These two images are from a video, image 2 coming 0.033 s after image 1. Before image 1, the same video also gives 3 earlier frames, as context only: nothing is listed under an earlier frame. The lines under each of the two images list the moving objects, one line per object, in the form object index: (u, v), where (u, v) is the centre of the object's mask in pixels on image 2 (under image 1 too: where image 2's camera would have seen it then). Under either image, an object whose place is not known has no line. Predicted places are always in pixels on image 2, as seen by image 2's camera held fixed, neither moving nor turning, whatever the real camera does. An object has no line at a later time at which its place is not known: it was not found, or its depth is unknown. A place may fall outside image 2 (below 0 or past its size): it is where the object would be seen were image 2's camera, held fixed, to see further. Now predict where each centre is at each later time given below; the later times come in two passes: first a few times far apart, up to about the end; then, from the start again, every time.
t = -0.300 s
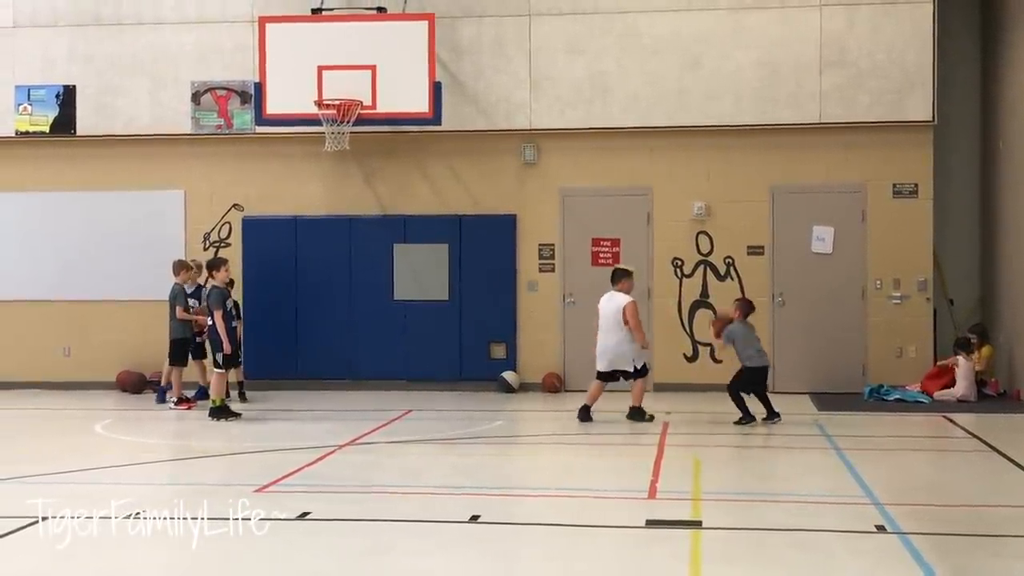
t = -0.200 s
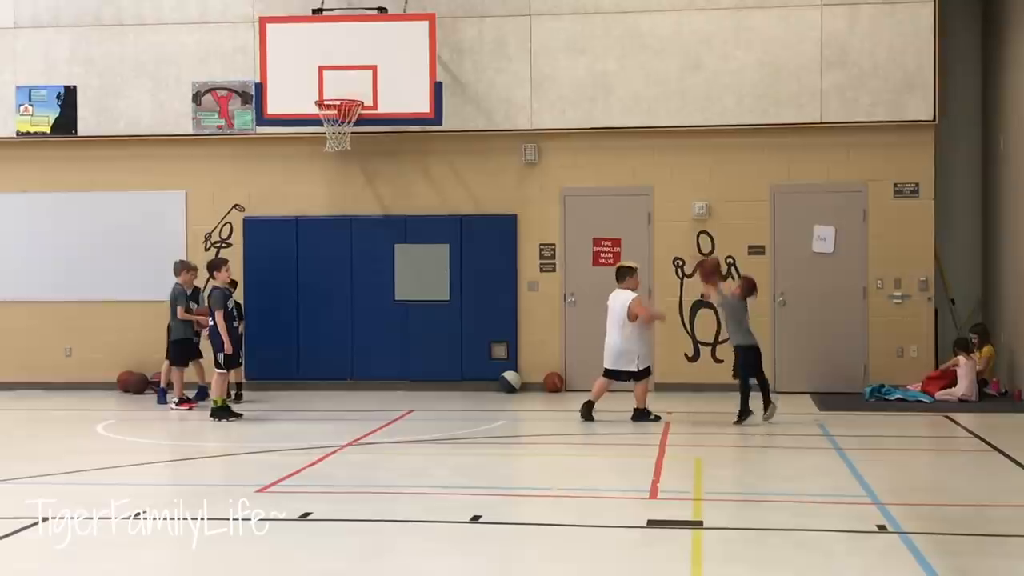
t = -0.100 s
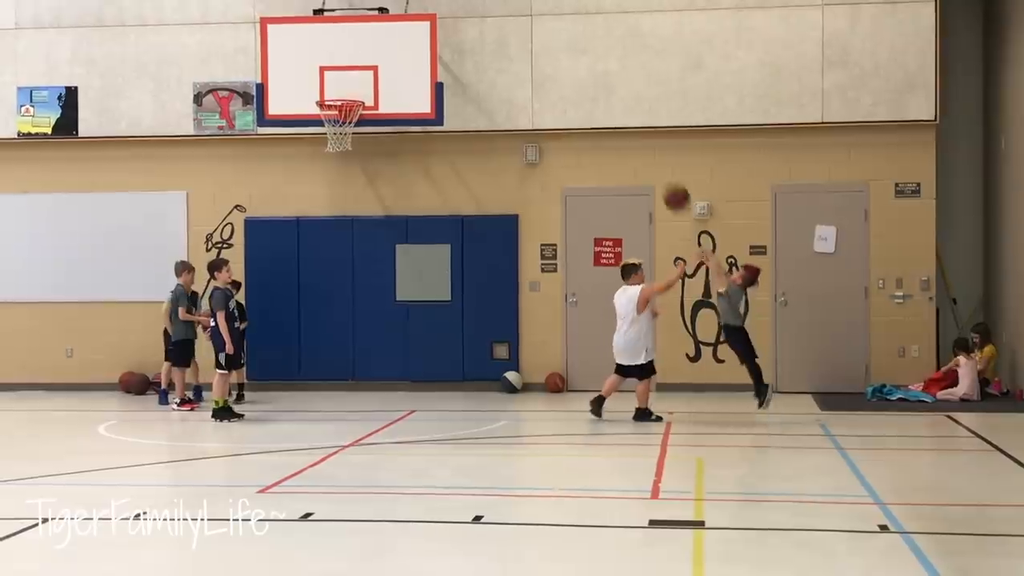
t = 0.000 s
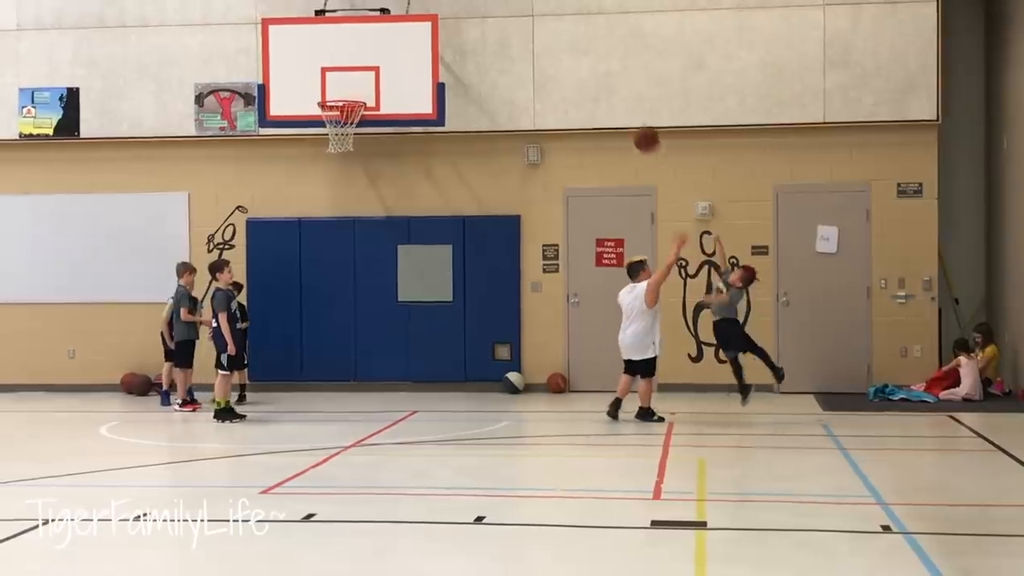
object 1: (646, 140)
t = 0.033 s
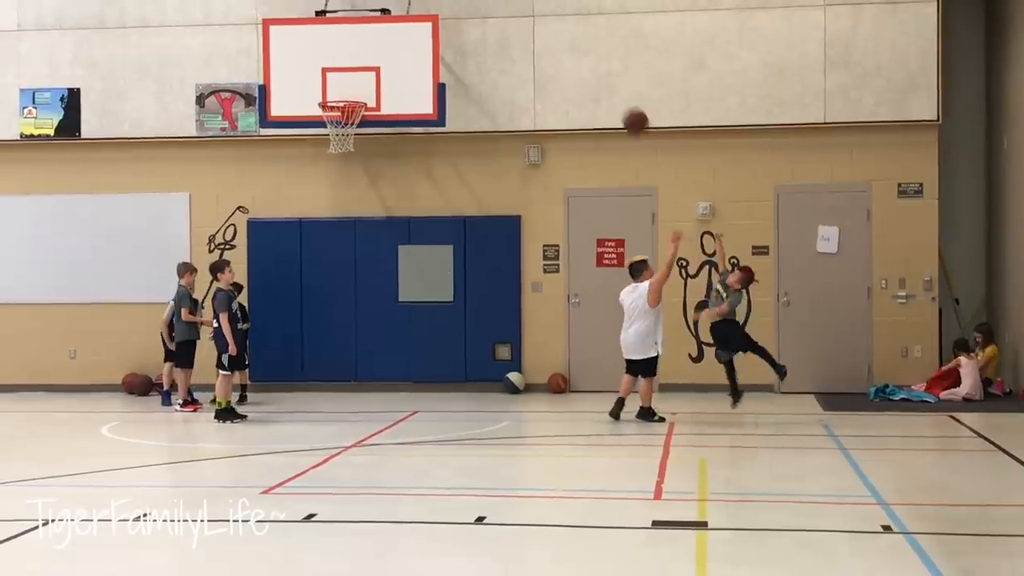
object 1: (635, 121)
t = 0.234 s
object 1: (574, 46)
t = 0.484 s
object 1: (502, 15)
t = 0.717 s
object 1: (440, 44)
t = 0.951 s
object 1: (381, 125)
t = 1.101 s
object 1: (347, 202)
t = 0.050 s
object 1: (630, 113)
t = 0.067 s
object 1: (625, 105)
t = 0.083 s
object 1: (619, 98)
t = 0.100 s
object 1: (614, 91)
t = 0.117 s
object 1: (609, 84)
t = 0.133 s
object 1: (604, 78)
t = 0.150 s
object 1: (599, 72)
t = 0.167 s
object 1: (594, 66)
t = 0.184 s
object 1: (589, 61)
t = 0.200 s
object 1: (584, 55)
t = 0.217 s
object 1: (579, 51)
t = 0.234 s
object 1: (574, 46)
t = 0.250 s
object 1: (569, 42)
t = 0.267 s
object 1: (564, 38)
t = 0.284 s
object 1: (559, 35)
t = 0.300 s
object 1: (554, 31)
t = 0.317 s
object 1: (549, 28)
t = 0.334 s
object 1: (544, 26)
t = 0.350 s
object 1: (540, 23)
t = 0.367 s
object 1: (534, 21)
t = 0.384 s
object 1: (530, 20)
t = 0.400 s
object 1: (525, 18)
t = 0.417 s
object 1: (521, 17)
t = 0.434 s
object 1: (516, 16)
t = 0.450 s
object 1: (511, 15)
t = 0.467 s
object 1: (506, 15)
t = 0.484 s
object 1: (502, 15)
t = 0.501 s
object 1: (497, 15)
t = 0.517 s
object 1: (493, 15)
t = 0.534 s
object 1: (488, 17)
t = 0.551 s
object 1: (484, 17)
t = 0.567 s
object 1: (479, 19)
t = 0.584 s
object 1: (475, 20)
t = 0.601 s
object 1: (470, 22)
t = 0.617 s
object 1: (466, 25)
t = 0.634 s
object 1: (461, 27)
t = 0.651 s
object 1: (457, 30)
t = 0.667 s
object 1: (453, 33)
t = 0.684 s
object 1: (449, 37)
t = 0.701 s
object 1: (445, 40)
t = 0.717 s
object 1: (440, 44)
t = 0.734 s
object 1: (436, 48)
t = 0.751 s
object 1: (431, 52)
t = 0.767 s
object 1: (427, 57)
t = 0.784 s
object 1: (422, 62)
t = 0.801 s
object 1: (418, 67)
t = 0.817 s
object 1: (414, 72)
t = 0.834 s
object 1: (410, 78)
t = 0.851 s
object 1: (405, 84)
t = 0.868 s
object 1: (401, 90)
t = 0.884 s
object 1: (397, 97)
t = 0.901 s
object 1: (394, 103)
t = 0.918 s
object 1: (389, 110)
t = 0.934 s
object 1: (386, 117)
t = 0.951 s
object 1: (381, 125)
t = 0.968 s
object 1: (377, 132)
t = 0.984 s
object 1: (374, 140)
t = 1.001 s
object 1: (370, 149)
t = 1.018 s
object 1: (366, 157)
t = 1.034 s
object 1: (362, 164)
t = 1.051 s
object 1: (358, 174)
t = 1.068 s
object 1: (354, 183)
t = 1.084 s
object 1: (351, 192)
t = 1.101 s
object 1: (347, 202)
